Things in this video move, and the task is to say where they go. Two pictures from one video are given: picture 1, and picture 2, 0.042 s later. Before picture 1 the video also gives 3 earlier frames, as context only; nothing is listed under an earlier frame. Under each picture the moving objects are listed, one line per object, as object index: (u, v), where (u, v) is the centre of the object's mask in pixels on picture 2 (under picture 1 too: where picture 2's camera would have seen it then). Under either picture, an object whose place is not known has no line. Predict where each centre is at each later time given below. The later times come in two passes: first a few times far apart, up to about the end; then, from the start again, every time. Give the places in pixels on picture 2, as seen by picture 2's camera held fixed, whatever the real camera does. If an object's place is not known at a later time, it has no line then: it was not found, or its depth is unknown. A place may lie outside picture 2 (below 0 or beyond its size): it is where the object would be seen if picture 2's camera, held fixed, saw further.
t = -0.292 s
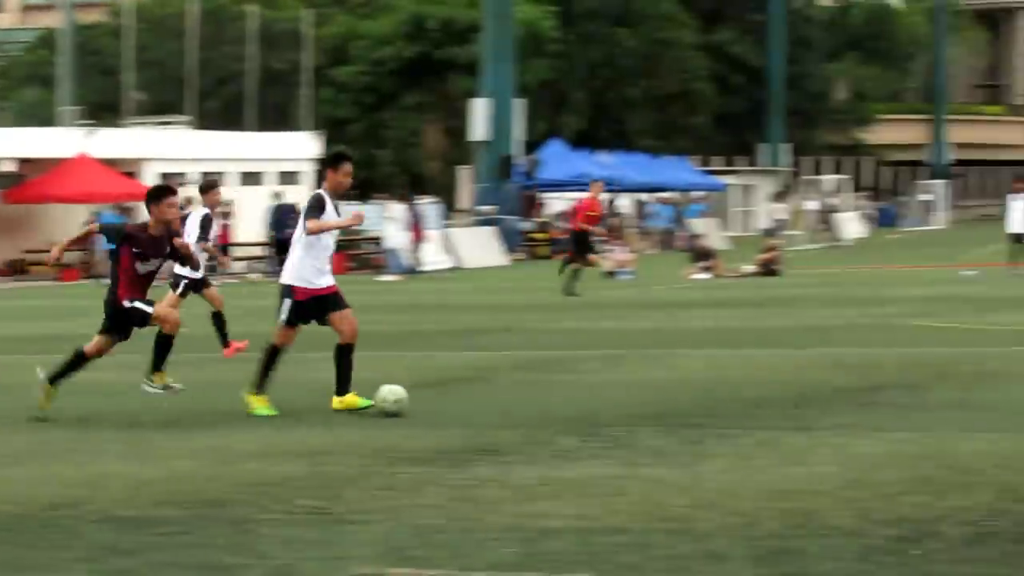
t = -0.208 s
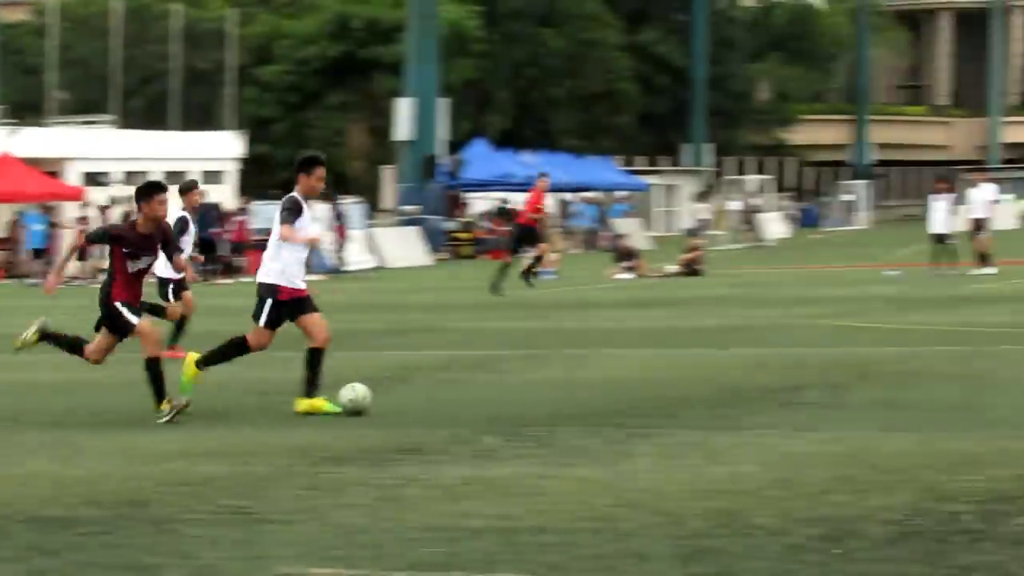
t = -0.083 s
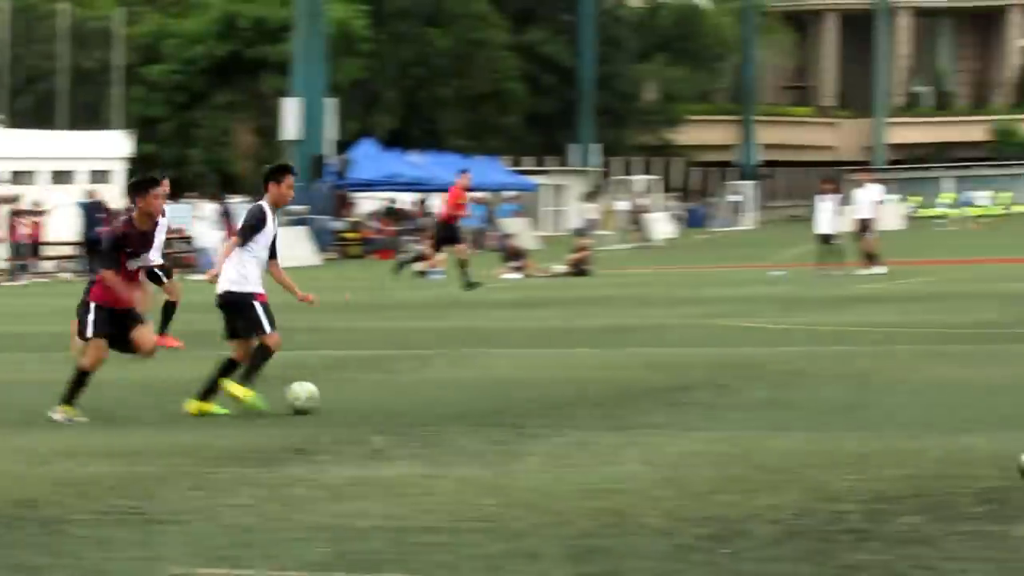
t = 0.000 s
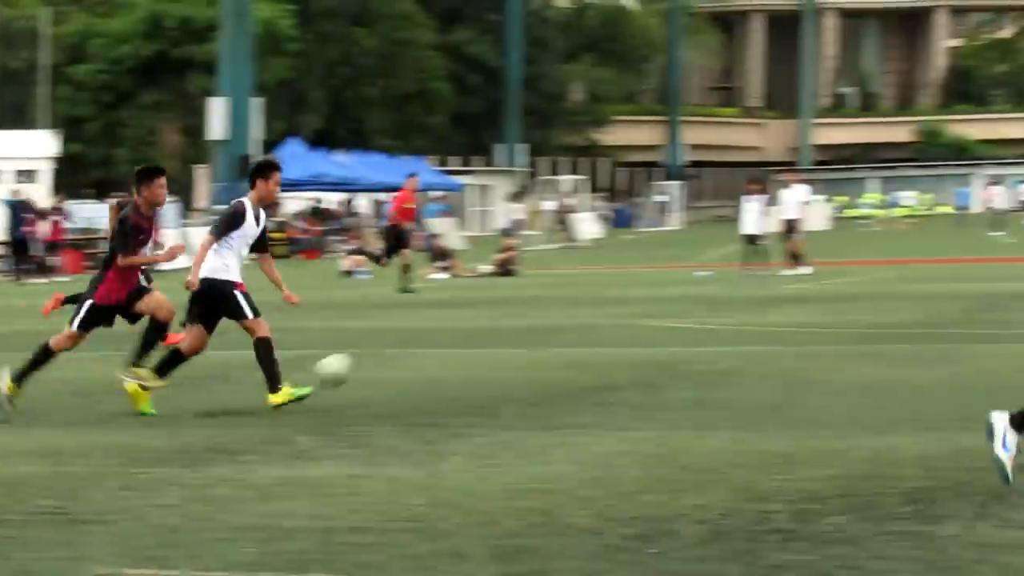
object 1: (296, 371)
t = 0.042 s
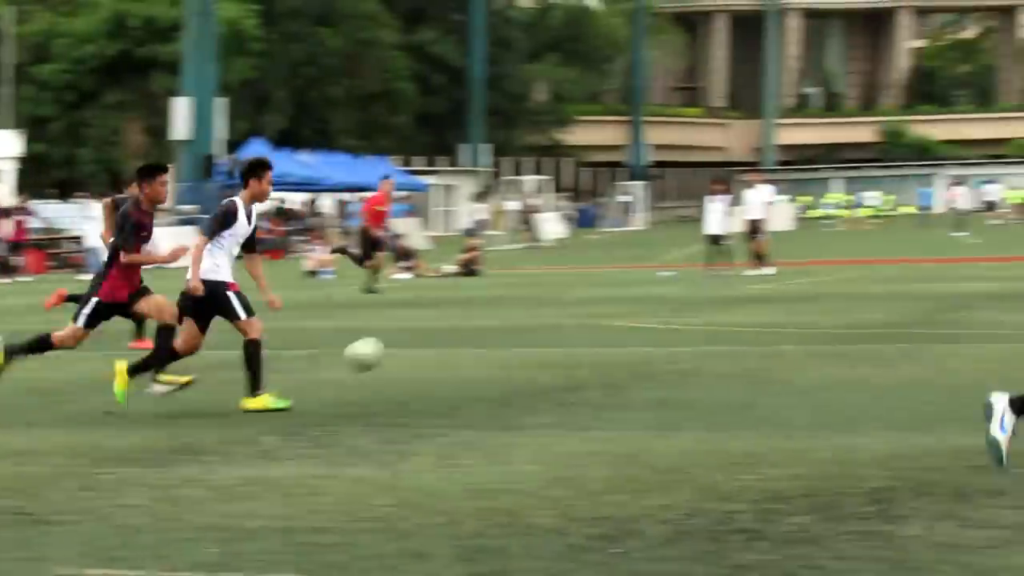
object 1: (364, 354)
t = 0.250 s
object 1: (668, 313)
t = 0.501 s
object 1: (976, 340)
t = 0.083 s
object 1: (430, 340)
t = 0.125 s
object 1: (492, 329)
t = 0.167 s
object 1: (553, 321)
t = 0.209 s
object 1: (612, 316)
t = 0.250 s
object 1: (668, 313)
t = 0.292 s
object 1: (723, 312)
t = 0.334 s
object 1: (777, 313)
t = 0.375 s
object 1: (829, 317)
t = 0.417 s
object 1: (879, 323)
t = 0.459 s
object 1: (928, 331)
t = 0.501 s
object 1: (976, 340)
